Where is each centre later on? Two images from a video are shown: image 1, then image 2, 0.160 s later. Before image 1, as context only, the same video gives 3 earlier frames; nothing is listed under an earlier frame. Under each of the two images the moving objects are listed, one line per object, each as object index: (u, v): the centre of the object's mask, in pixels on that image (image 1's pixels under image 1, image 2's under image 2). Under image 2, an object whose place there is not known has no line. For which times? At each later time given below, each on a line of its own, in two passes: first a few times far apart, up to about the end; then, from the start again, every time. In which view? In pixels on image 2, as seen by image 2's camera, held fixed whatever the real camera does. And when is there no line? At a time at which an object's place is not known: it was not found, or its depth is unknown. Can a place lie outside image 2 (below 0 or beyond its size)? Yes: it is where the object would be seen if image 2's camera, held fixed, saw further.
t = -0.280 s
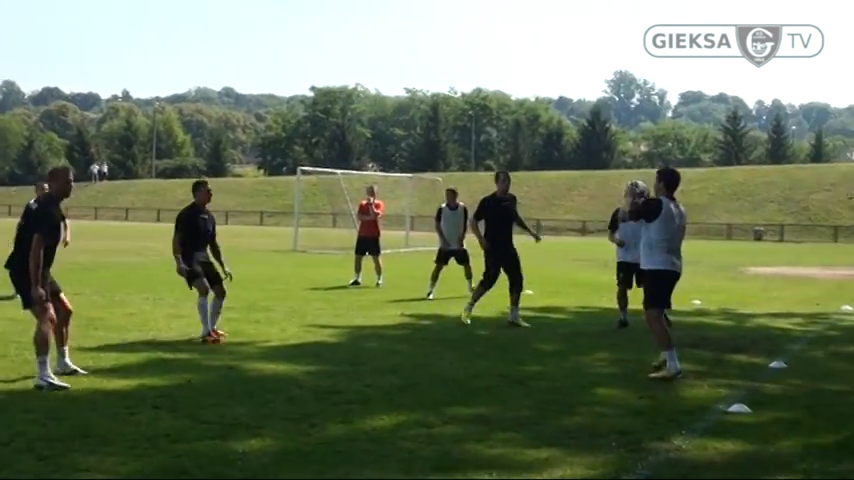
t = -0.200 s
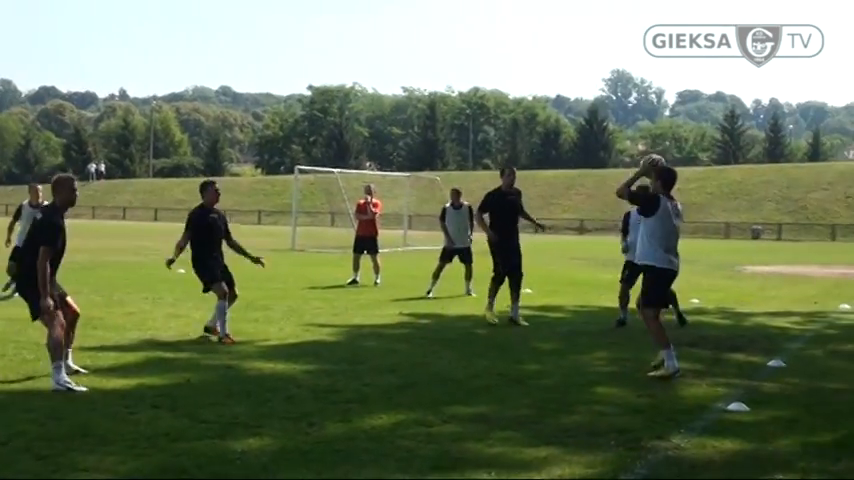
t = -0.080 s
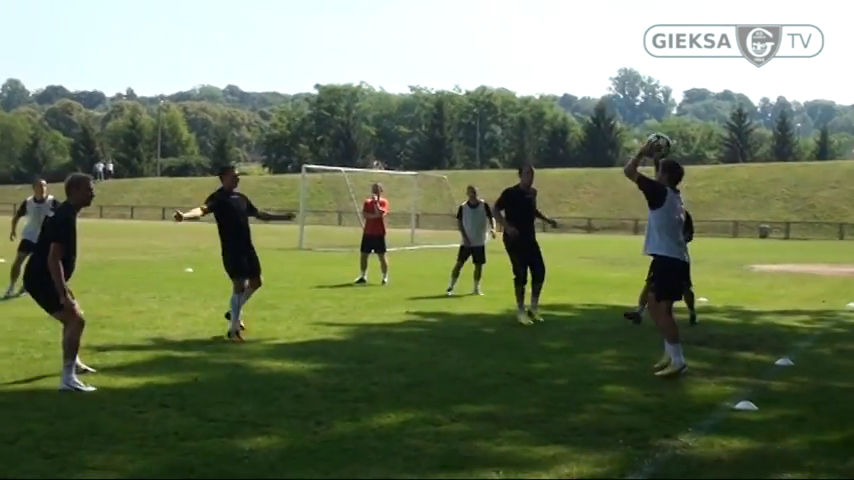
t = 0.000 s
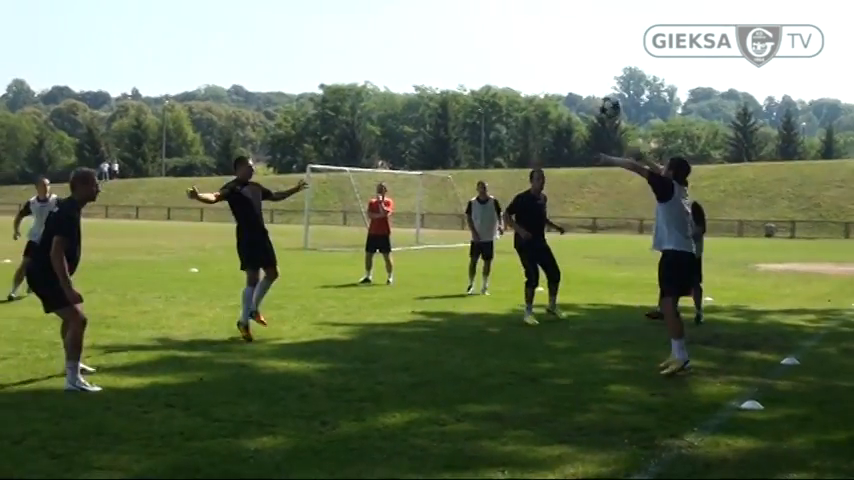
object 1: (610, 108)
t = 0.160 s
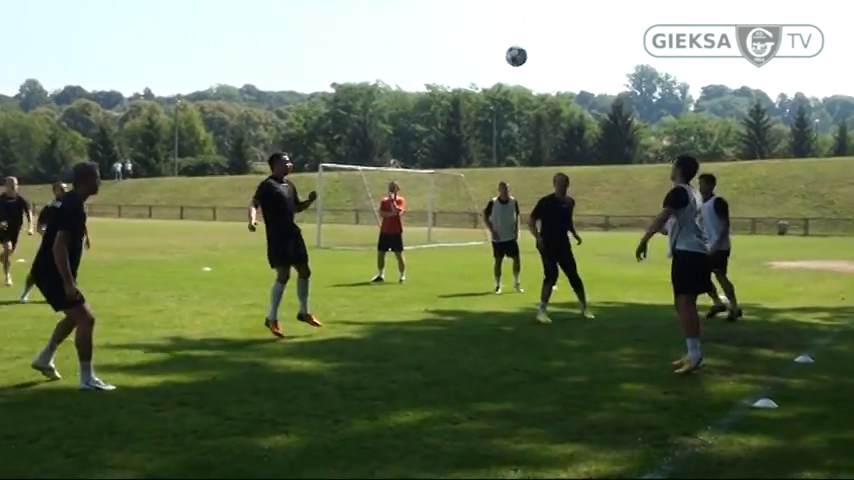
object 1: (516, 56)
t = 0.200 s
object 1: (492, 49)
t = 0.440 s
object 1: (369, 40)
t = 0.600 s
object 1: (302, 63)
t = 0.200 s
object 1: (492, 49)
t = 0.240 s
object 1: (470, 43)
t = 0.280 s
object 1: (448, 40)
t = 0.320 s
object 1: (427, 38)
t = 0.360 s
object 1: (407, 37)
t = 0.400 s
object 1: (388, 38)
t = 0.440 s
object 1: (369, 40)
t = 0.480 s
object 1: (351, 44)
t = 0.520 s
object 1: (334, 49)
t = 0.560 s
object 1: (317, 55)
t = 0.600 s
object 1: (302, 63)
